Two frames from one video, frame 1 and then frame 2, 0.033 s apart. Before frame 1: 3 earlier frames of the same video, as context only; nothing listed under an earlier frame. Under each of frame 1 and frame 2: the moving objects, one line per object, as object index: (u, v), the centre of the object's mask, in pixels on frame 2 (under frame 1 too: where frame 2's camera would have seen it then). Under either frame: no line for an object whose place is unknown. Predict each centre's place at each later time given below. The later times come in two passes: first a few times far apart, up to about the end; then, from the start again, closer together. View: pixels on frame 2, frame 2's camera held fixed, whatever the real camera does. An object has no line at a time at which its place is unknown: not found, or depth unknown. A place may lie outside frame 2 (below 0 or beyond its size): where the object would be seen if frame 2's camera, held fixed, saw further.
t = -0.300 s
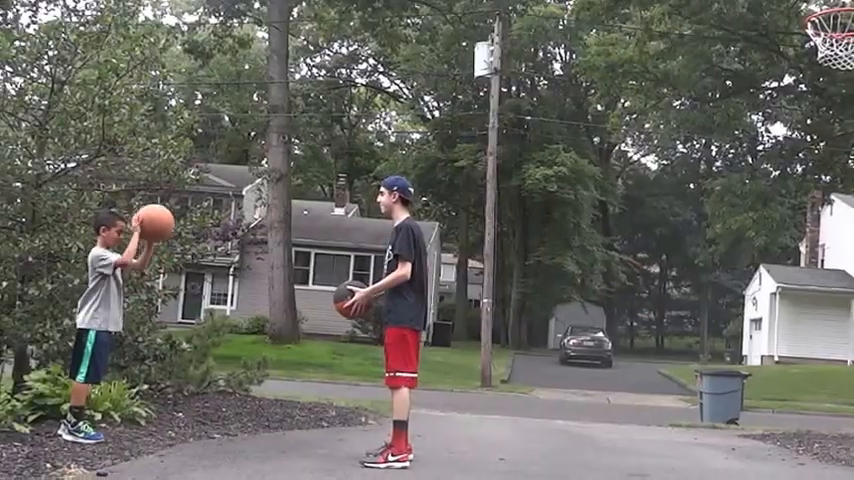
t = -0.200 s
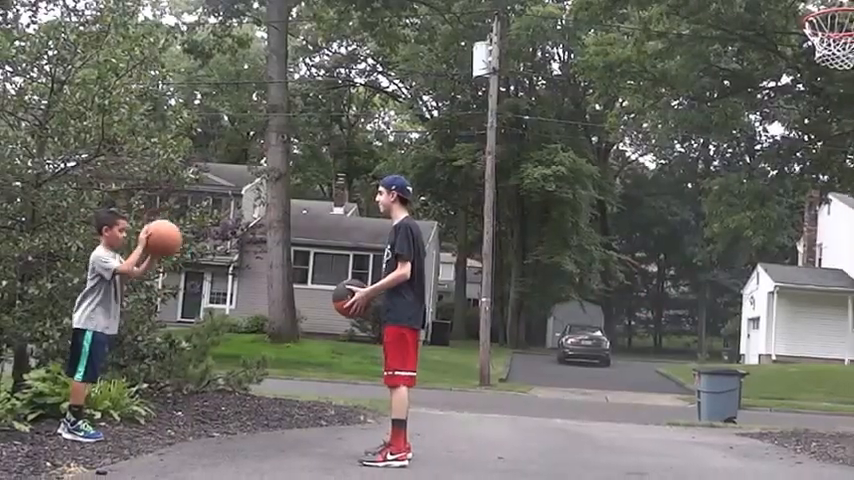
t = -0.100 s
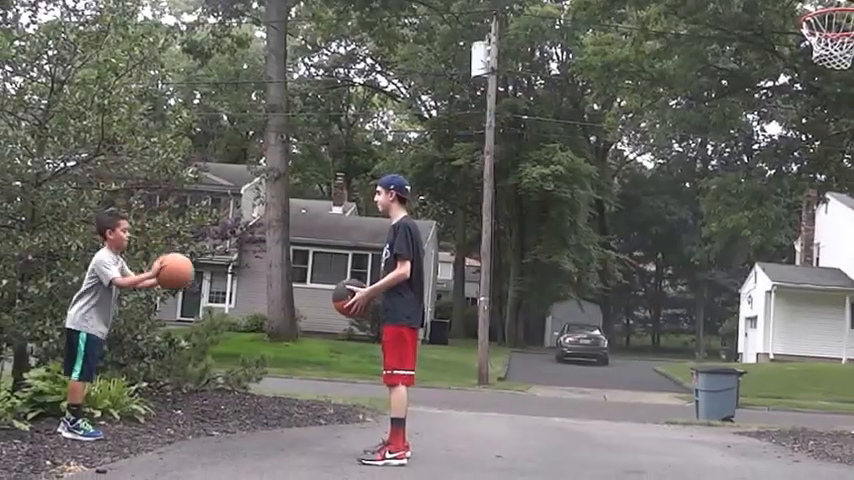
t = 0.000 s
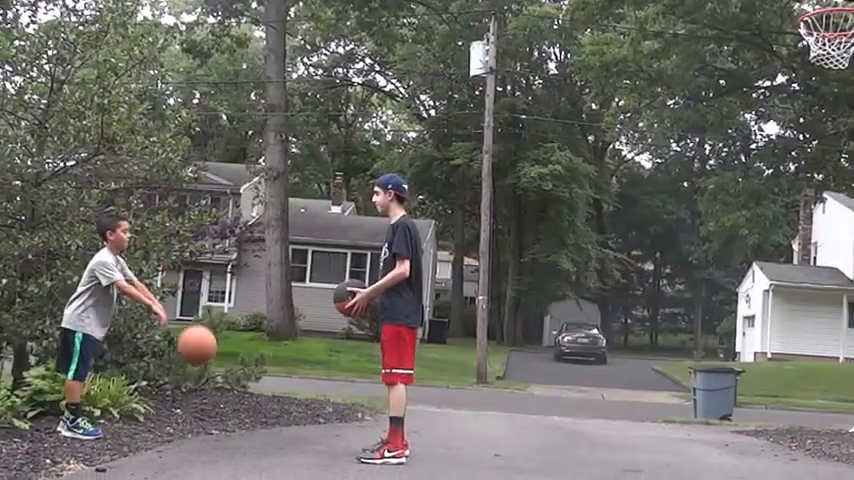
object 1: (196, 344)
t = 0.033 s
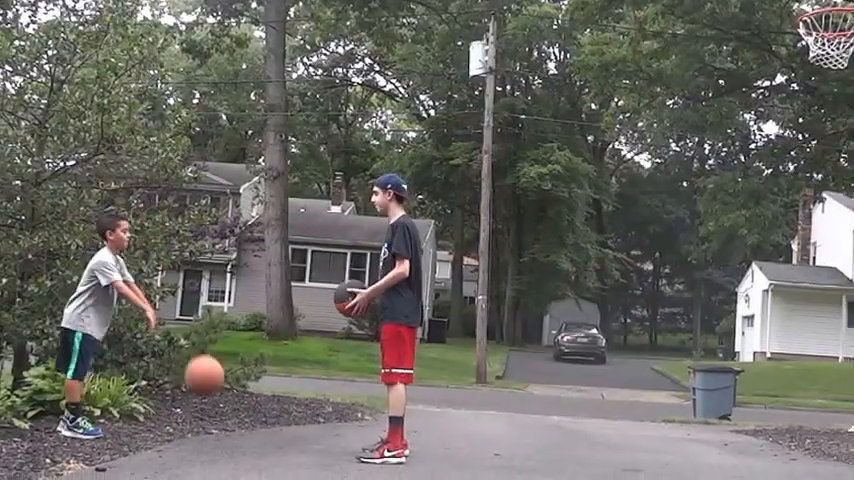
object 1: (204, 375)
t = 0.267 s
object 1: (256, 309)
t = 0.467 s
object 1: (296, 232)
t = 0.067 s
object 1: (211, 407)
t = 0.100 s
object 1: (218, 419)
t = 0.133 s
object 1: (225, 394)
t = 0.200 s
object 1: (241, 348)
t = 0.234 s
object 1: (249, 327)
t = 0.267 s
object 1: (256, 309)
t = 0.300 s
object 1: (263, 292)
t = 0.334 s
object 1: (270, 277)
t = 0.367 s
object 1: (277, 263)
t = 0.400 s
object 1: (283, 251)
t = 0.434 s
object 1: (290, 241)
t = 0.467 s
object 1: (296, 232)
